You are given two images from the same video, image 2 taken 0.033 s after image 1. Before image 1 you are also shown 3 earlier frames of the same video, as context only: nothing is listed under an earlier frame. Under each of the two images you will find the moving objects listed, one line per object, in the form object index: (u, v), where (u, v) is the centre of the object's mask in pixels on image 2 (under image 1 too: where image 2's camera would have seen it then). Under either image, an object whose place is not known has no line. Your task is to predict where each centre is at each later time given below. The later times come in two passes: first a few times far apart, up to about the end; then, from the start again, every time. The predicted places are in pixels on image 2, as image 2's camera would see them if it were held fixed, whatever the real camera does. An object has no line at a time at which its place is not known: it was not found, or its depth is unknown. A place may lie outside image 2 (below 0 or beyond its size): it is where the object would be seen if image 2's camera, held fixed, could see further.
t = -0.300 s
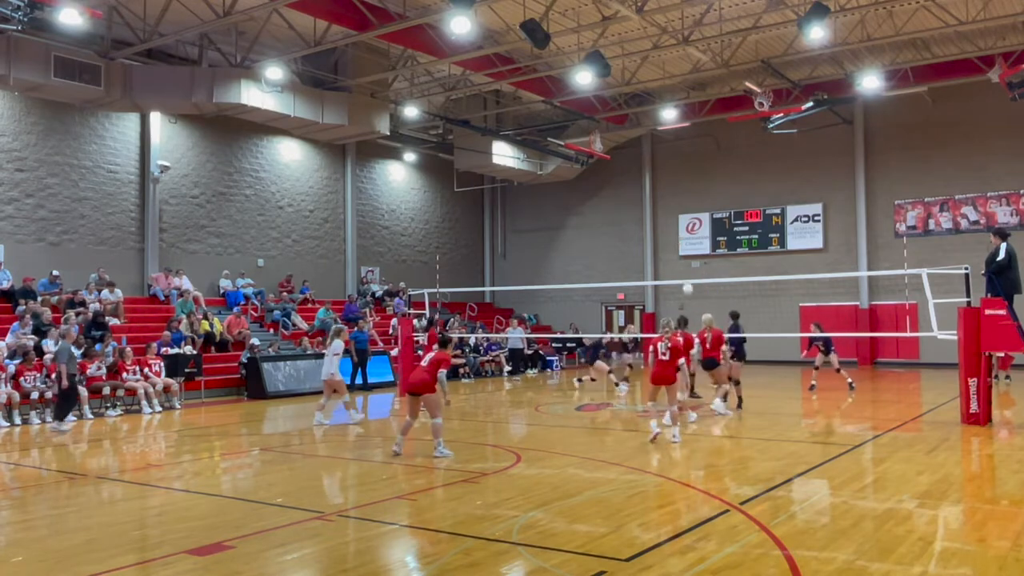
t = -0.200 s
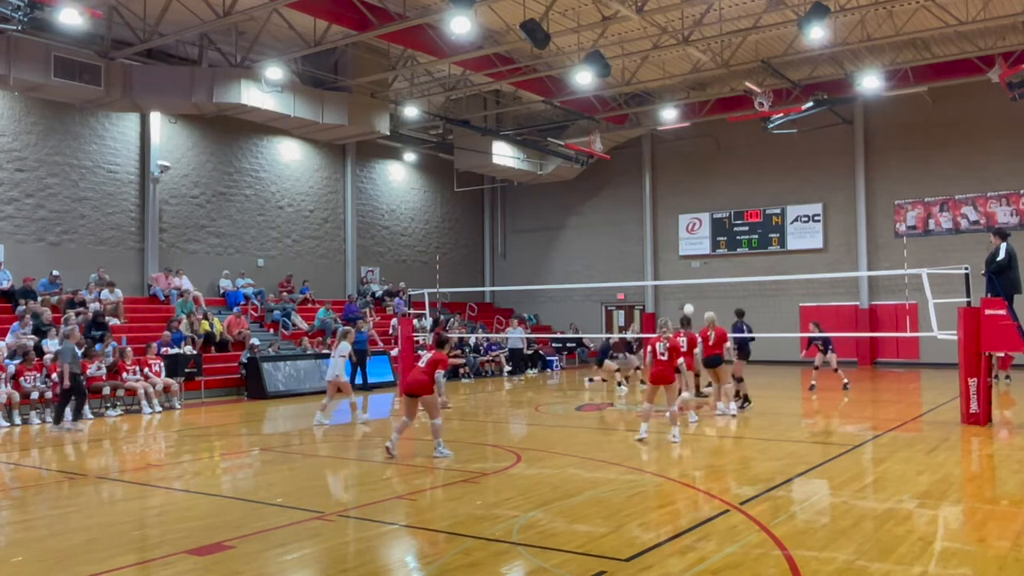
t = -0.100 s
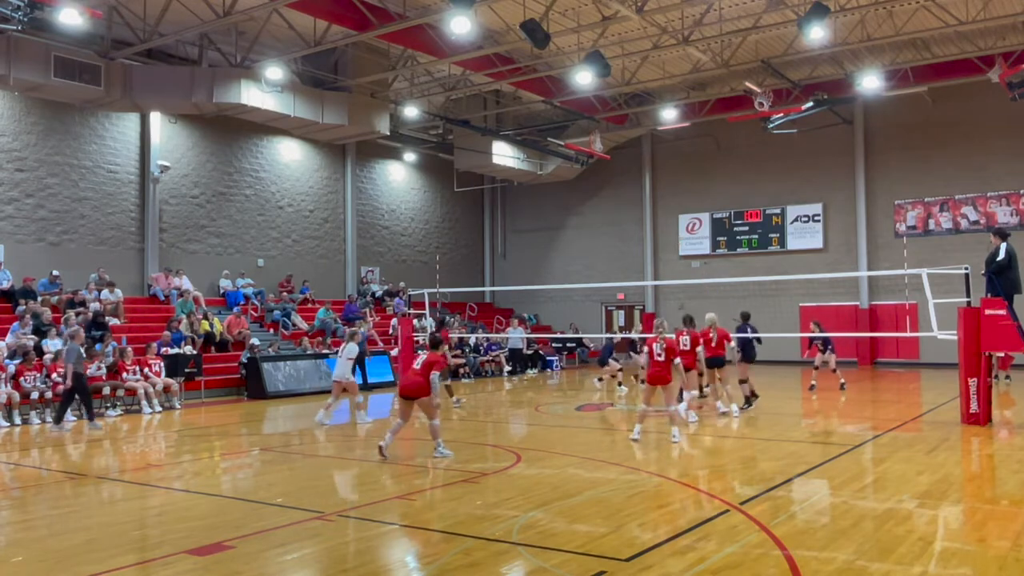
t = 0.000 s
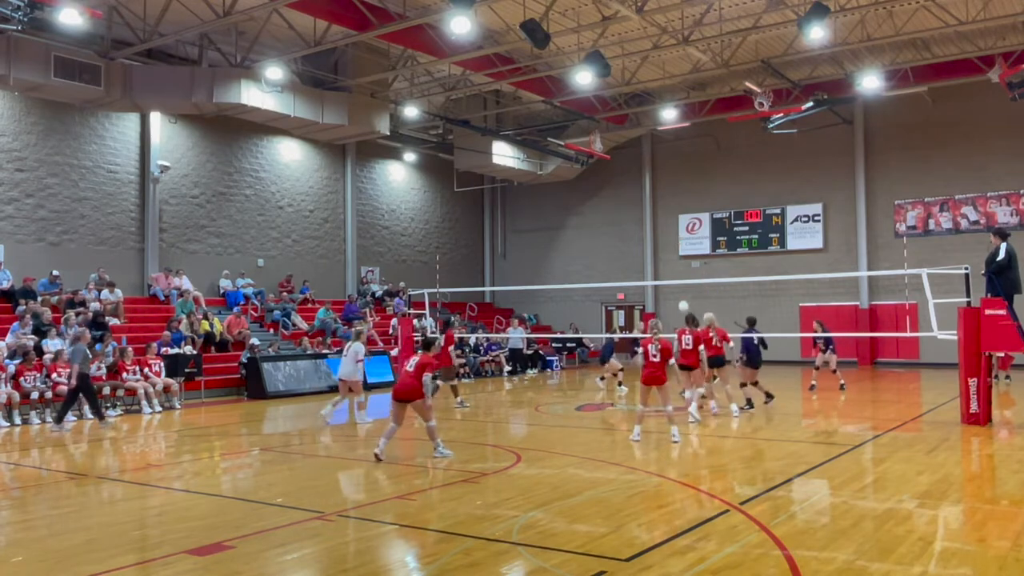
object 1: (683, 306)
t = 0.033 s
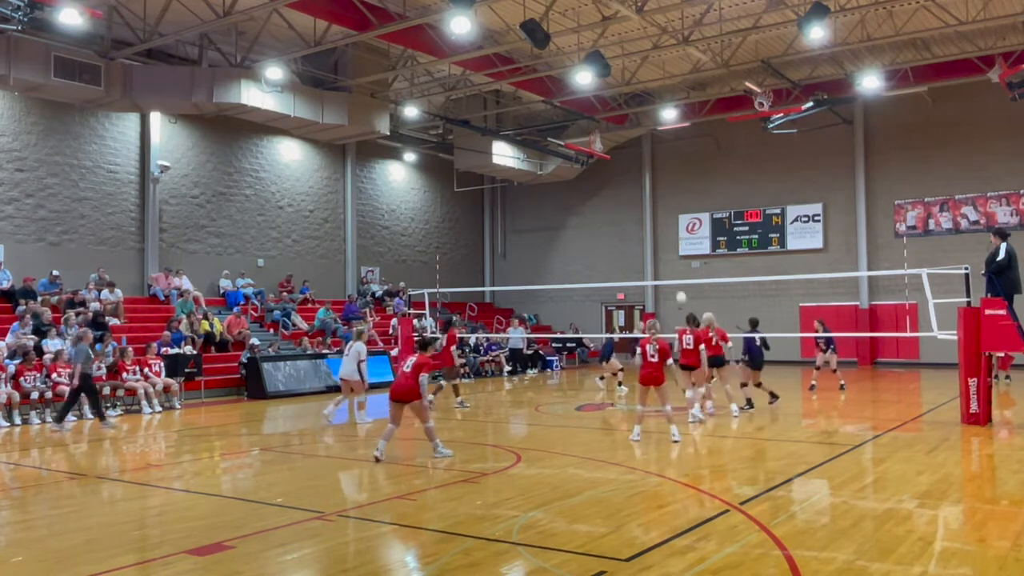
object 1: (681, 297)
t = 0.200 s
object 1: (670, 258)
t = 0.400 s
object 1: (657, 227)
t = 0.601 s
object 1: (645, 213)
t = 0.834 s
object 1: (631, 219)
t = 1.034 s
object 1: (619, 244)
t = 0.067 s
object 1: (679, 289)
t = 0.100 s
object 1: (676, 278)
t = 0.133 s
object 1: (674, 272)
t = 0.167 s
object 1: (672, 264)
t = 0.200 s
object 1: (670, 258)
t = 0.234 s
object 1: (667, 252)
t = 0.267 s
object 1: (665, 246)
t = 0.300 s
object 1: (663, 240)
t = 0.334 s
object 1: (661, 235)
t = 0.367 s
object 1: (659, 231)
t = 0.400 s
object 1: (657, 227)
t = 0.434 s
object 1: (655, 224)
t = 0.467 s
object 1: (653, 220)
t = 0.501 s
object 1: (651, 218)
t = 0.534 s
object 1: (649, 216)
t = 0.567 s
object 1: (646, 214)
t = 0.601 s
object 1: (645, 213)
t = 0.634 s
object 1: (643, 212)
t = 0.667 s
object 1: (640, 212)
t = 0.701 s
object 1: (639, 212)
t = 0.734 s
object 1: (637, 213)
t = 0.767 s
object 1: (635, 215)
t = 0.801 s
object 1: (633, 216)
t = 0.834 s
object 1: (631, 219)
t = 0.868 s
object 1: (629, 222)
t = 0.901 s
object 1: (627, 225)
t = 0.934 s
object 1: (625, 229)
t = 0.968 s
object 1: (623, 233)
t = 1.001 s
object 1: (621, 238)
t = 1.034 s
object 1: (619, 244)
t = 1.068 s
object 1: (617, 249)
